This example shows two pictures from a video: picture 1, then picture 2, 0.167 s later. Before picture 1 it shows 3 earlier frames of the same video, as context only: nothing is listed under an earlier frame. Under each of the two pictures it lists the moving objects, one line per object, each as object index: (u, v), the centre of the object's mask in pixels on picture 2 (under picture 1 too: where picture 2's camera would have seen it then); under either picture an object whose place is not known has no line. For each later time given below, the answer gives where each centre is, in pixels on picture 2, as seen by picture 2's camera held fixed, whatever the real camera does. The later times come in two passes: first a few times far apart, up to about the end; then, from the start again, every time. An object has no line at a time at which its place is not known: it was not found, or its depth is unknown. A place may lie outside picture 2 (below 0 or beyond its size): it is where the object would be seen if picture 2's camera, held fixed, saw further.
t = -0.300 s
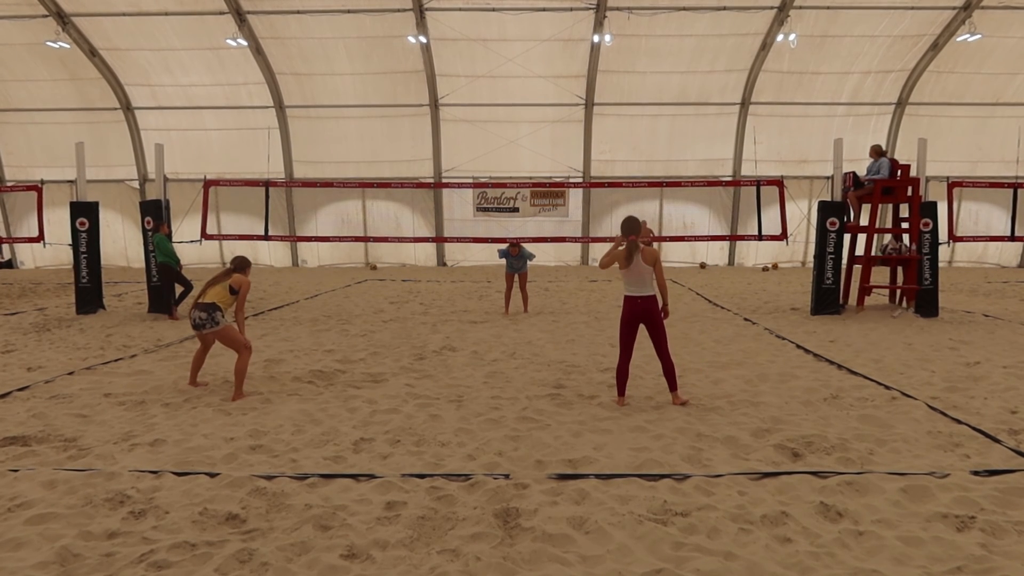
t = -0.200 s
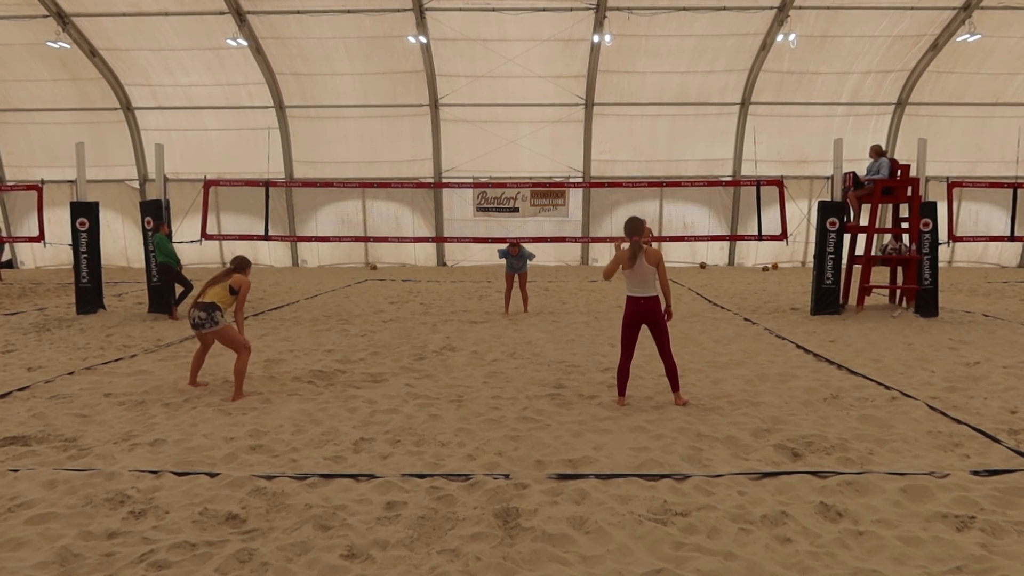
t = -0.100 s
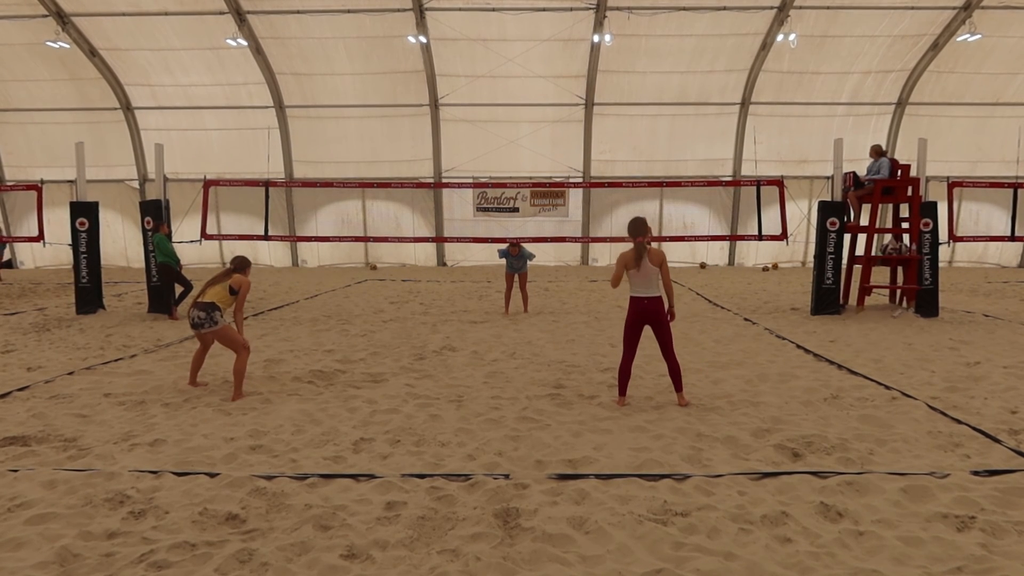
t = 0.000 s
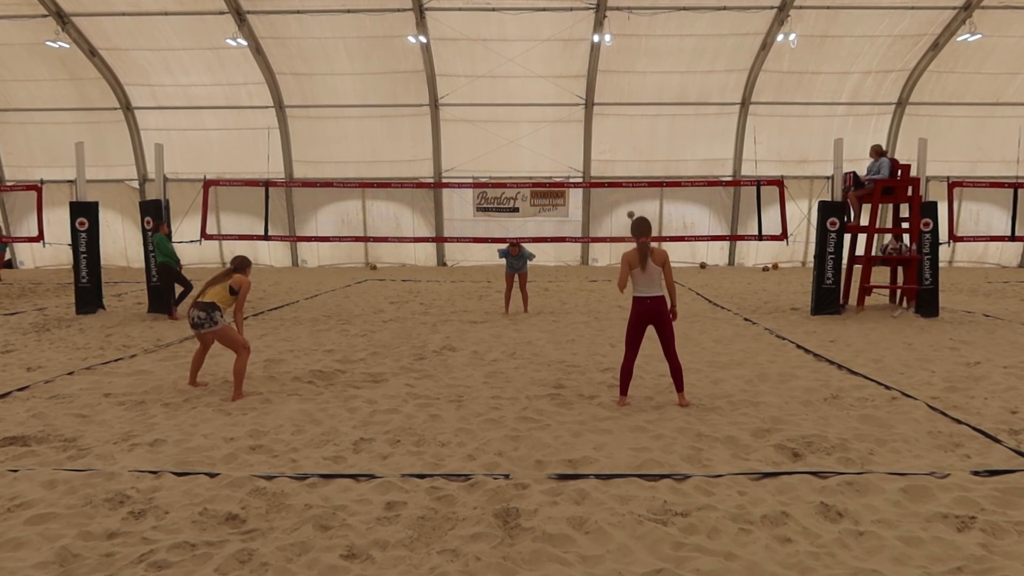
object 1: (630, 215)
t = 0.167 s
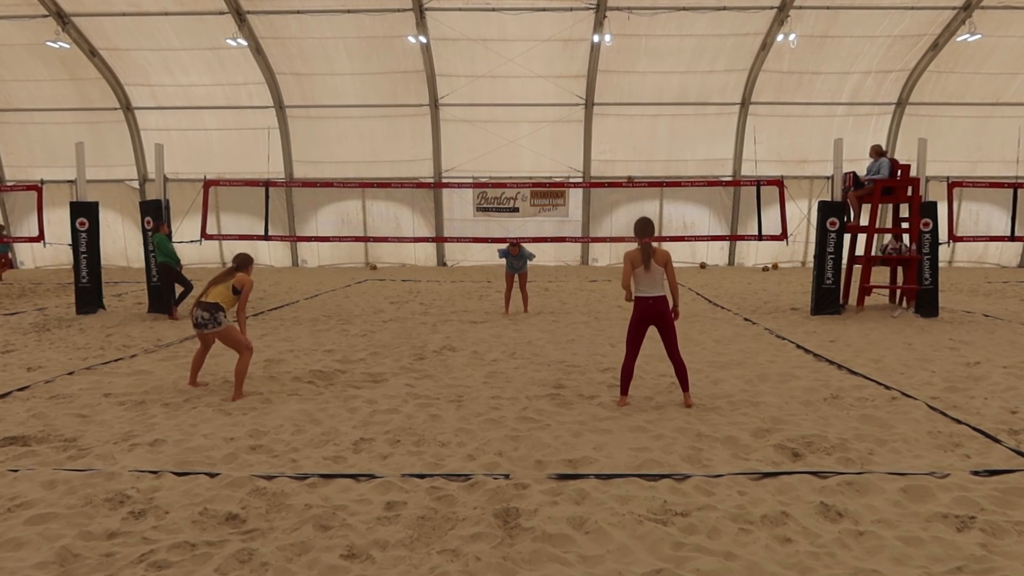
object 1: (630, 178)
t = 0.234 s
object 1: (630, 167)
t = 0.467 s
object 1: (629, 140)
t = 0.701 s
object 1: (628, 132)
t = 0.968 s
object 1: (626, 147)
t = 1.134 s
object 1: (625, 170)
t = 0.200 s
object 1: (630, 173)
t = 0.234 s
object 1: (630, 167)
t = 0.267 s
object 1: (630, 162)
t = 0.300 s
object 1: (630, 158)
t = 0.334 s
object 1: (630, 153)
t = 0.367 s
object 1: (629, 149)
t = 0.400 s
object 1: (629, 146)
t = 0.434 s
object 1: (629, 143)
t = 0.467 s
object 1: (629, 140)
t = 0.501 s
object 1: (629, 138)
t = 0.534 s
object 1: (629, 135)
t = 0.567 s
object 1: (628, 134)
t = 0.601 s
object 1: (628, 133)
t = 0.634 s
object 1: (628, 132)
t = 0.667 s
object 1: (628, 132)
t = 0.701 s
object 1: (628, 132)
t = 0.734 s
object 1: (628, 132)
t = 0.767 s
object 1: (628, 133)
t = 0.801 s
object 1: (627, 134)
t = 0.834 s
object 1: (627, 136)
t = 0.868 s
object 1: (627, 138)
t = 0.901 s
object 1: (627, 141)
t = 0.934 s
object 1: (627, 144)
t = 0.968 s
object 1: (626, 147)
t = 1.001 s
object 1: (626, 151)
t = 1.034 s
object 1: (626, 155)
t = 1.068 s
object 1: (626, 160)
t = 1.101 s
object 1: (625, 164)
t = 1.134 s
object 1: (625, 170)
